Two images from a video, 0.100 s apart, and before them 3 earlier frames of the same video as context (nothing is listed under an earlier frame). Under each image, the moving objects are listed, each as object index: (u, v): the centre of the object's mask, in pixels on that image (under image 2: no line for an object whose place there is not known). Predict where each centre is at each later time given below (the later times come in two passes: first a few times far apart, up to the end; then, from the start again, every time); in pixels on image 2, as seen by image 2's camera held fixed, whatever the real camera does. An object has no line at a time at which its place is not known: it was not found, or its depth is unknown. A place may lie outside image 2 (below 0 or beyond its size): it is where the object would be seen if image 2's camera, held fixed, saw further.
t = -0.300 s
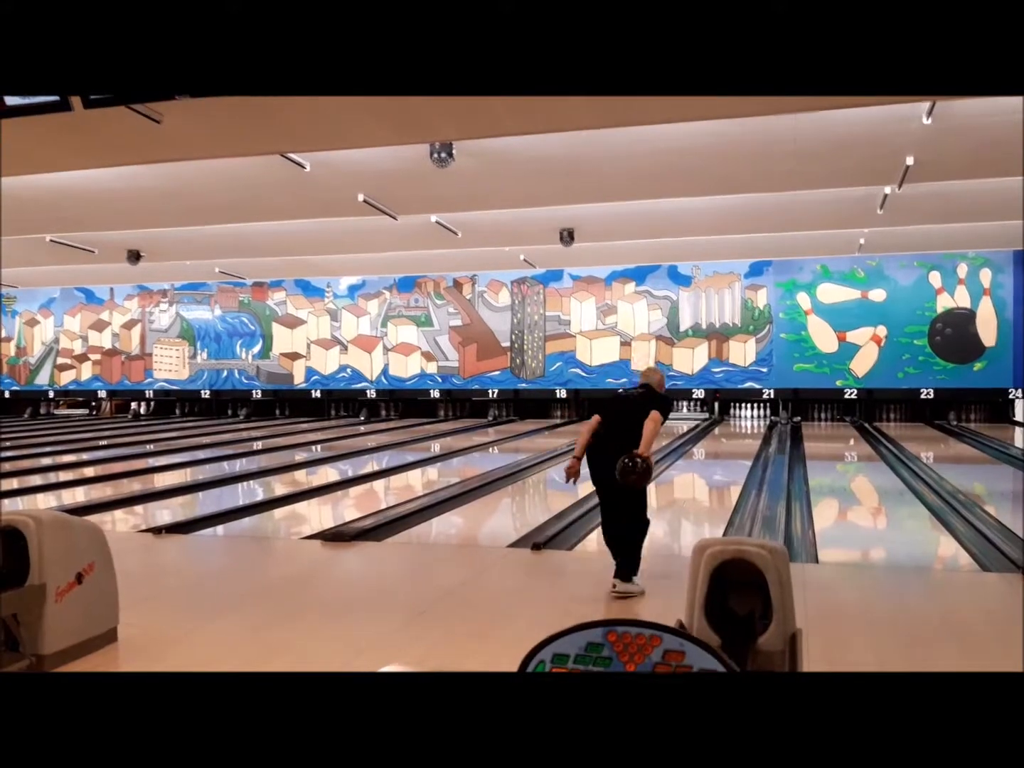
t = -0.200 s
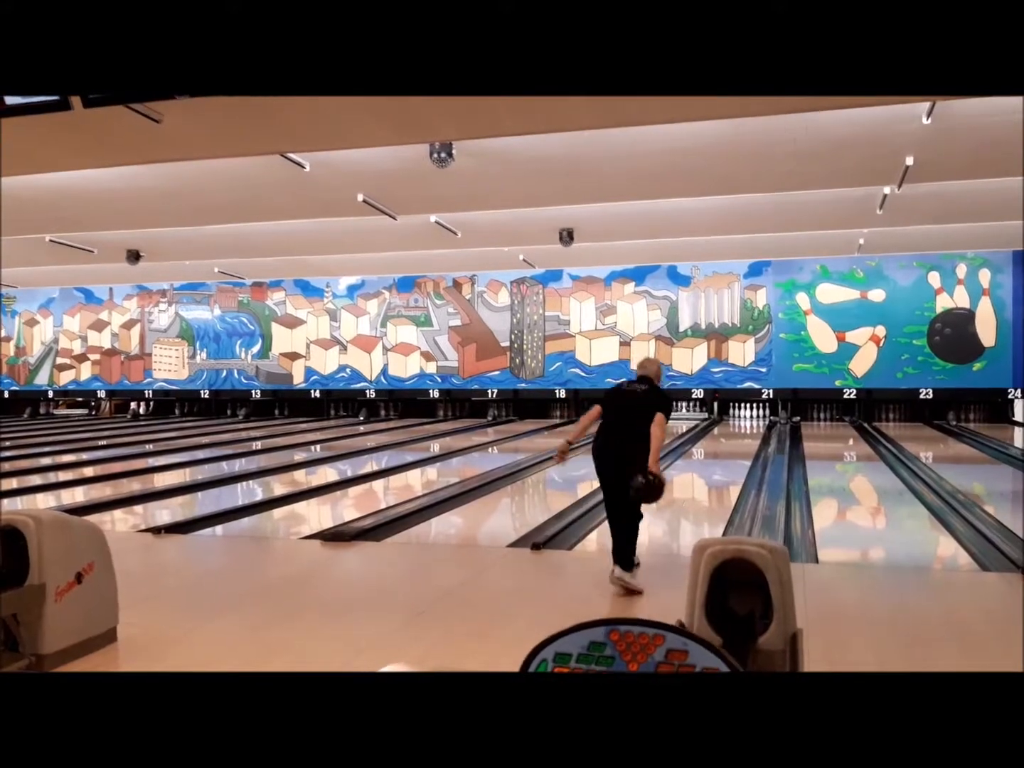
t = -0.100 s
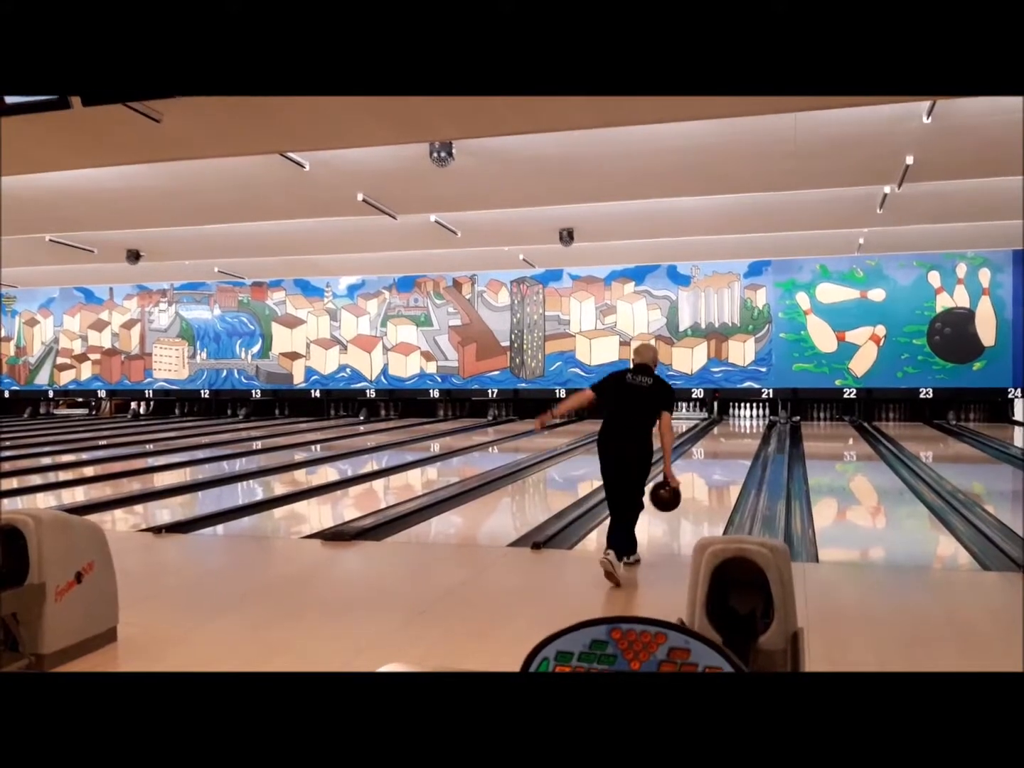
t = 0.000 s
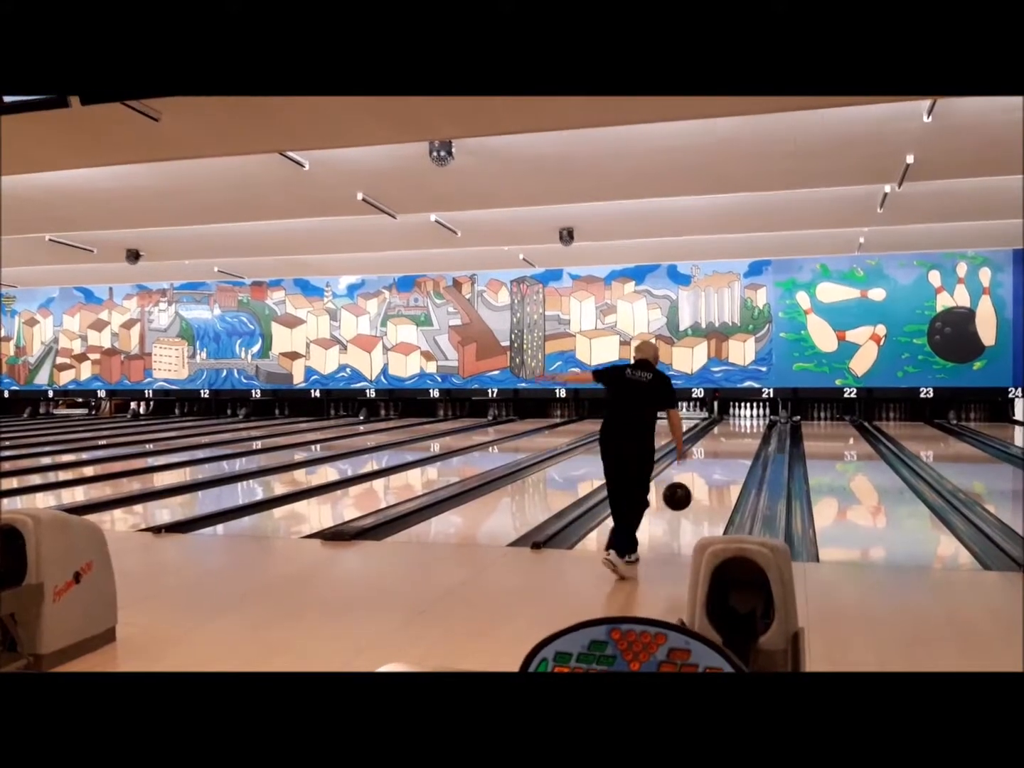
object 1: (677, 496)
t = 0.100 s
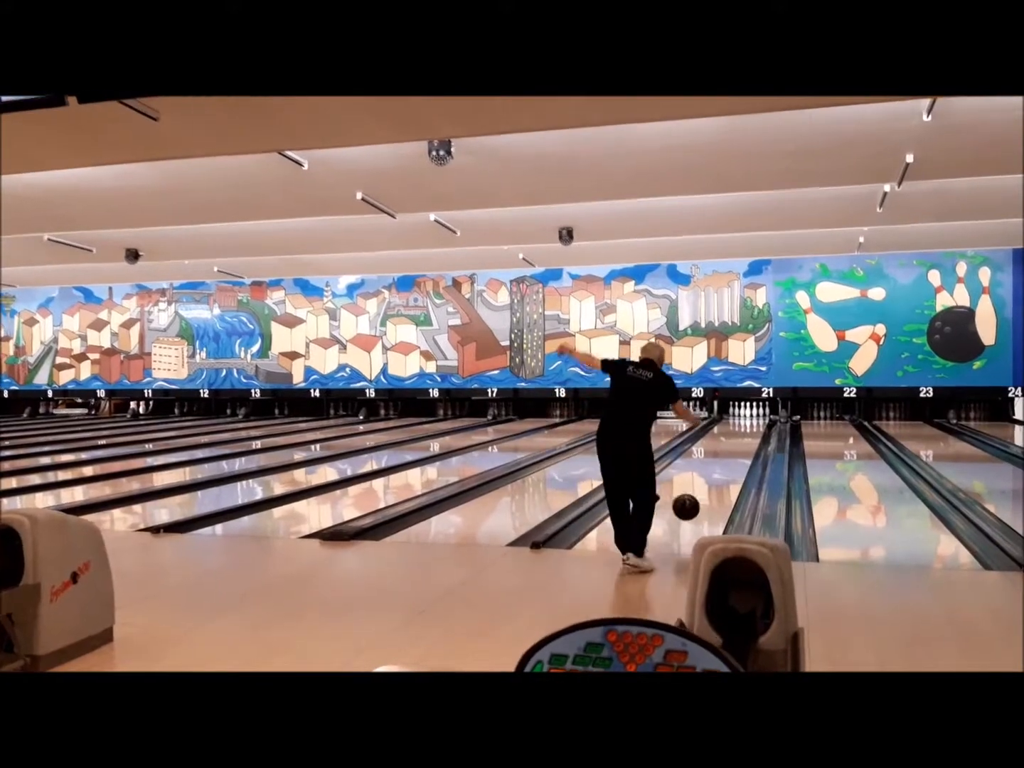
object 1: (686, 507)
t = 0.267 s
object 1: (698, 505)
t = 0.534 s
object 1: (712, 486)
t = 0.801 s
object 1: (723, 470)
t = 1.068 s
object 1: (730, 457)
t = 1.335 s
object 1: (737, 448)
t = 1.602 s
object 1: (741, 439)
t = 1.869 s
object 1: (744, 433)
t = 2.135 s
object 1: (747, 428)
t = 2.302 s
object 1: (748, 425)
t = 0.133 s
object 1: (688, 512)
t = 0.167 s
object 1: (691, 518)
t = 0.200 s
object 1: (693, 512)
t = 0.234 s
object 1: (695, 508)
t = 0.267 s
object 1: (698, 505)
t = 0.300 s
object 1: (700, 504)
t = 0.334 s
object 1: (702, 502)
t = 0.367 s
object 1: (704, 500)
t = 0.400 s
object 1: (705, 496)
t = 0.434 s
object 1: (707, 494)
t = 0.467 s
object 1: (709, 491)
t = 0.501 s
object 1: (711, 488)
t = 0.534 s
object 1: (712, 486)
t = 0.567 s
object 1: (714, 484)
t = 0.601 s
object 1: (715, 482)
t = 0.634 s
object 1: (716, 480)
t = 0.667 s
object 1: (718, 478)
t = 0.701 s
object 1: (719, 475)
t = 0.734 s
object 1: (720, 473)
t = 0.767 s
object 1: (722, 472)
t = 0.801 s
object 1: (723, 470)
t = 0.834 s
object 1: (724, 468)
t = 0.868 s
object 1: (725, 467)
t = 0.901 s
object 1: (726, 465)
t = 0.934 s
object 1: (727, 463)
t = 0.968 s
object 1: (728, 462)
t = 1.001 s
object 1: (728, 460)
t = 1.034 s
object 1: (729, 459)
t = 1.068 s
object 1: (730, 457)
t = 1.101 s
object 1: (731, 456)
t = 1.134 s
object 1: (732, 455)
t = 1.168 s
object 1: (733, 454)
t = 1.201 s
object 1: (733, 452)
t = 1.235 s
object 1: (734, 451)
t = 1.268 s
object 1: (735, 450)
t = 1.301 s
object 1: (736, 449)
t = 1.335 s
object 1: (737, 448)
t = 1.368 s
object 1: (737, 447)
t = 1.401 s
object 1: (738, 446)
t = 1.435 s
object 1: (738, 445)
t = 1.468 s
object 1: (739, 444)
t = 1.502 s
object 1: (739, 443)
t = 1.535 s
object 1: (740, 441)
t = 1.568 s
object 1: (741, 441)
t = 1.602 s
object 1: (741, 439)
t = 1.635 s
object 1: (742, 438)
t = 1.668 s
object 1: (742, 438)
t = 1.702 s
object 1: (742, 437)
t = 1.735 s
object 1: (743, 436)
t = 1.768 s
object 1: (743, 435)
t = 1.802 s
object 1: (744, 434)
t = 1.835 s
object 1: (744, 434)
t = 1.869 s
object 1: (744, 433)
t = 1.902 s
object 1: (745, 433)
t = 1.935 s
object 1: (745, 432)
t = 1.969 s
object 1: (745, 431)
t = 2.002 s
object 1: (746, 430)
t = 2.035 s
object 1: (746, 430)
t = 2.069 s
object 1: (747, 429)
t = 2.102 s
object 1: (747, 428)
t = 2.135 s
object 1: (747, 428)
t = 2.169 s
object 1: (747, 427)
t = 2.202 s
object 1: (747, 426)
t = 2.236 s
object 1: (747, 426)
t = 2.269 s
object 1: (748, 425)
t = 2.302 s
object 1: (748, 425)
